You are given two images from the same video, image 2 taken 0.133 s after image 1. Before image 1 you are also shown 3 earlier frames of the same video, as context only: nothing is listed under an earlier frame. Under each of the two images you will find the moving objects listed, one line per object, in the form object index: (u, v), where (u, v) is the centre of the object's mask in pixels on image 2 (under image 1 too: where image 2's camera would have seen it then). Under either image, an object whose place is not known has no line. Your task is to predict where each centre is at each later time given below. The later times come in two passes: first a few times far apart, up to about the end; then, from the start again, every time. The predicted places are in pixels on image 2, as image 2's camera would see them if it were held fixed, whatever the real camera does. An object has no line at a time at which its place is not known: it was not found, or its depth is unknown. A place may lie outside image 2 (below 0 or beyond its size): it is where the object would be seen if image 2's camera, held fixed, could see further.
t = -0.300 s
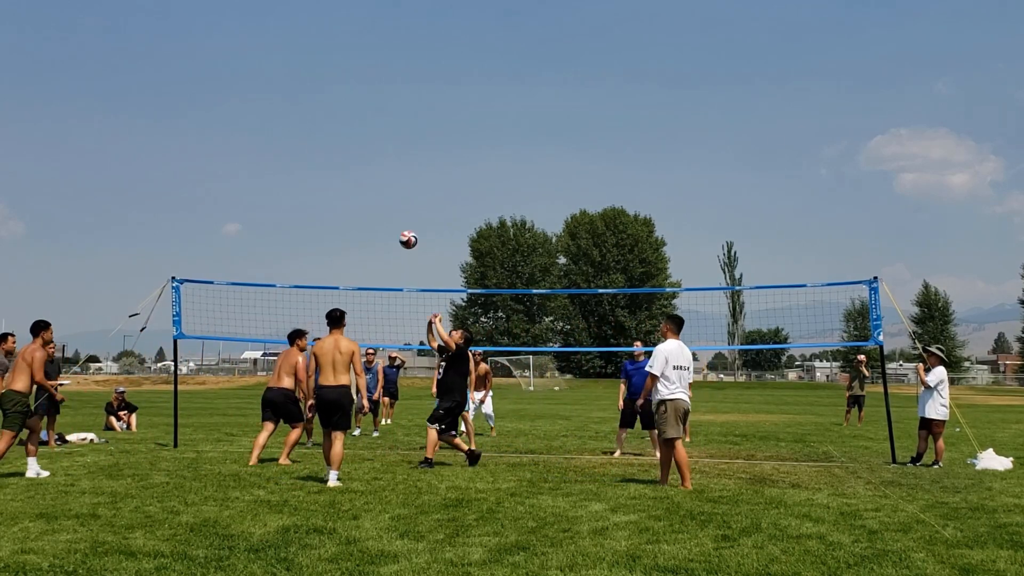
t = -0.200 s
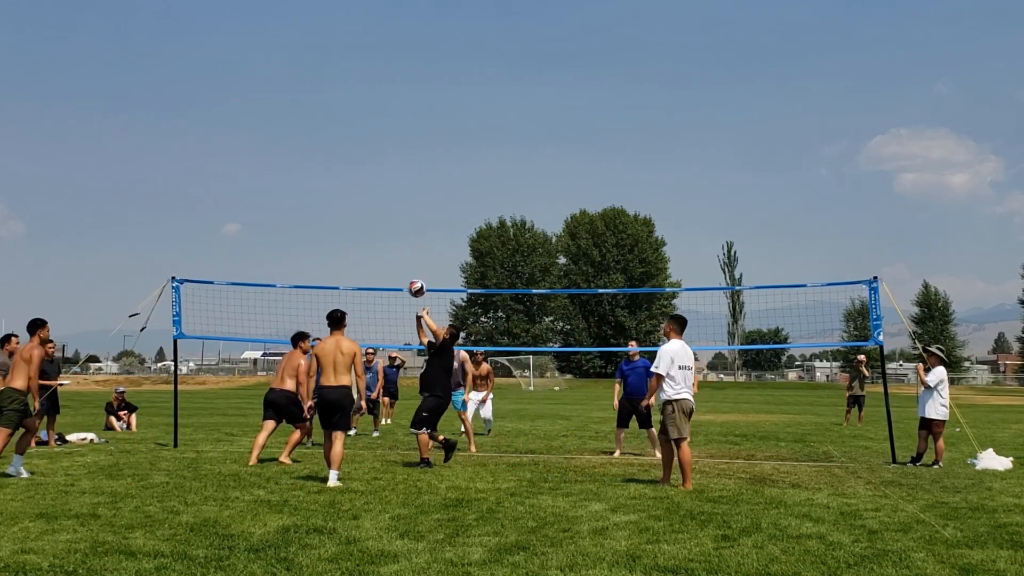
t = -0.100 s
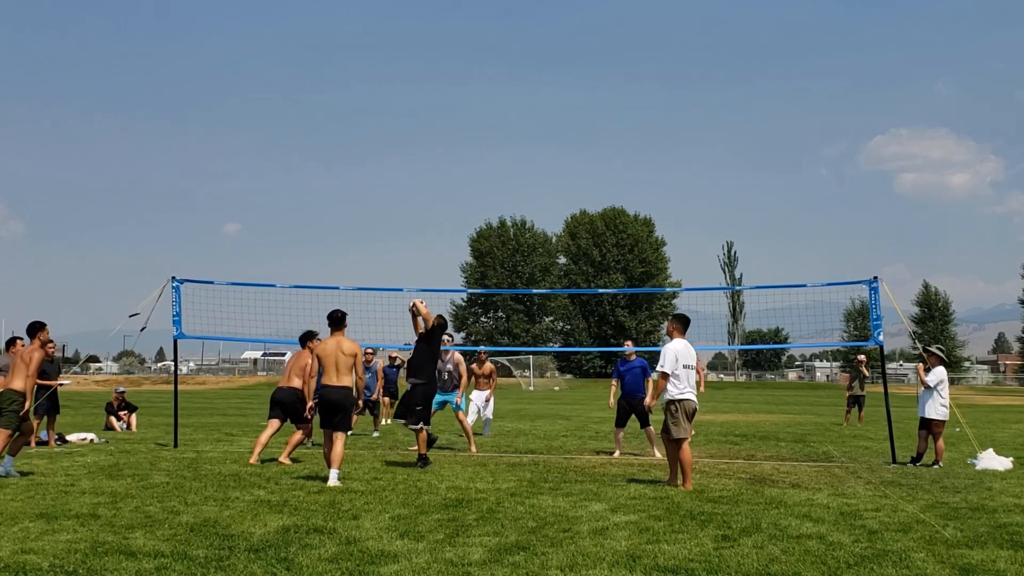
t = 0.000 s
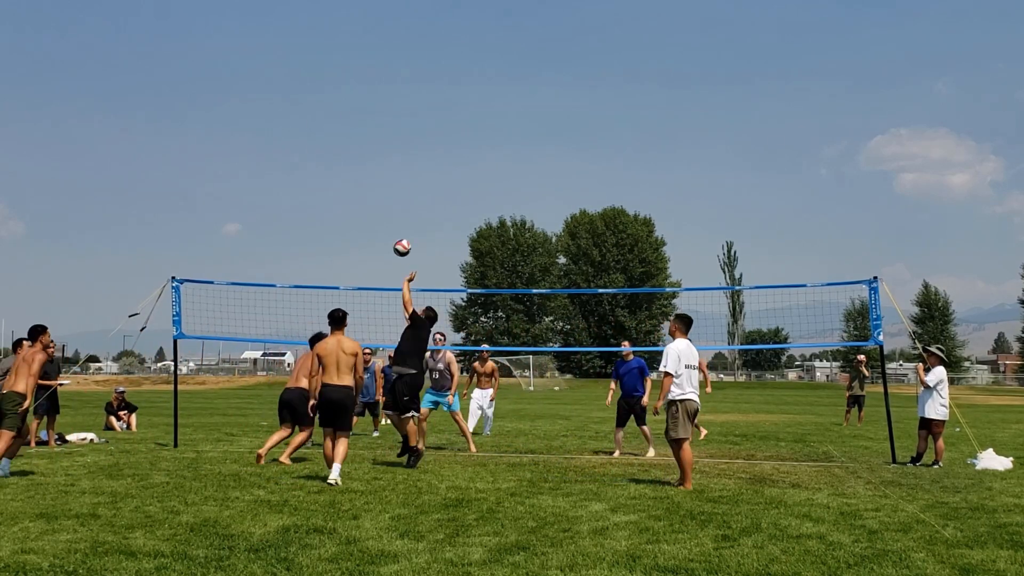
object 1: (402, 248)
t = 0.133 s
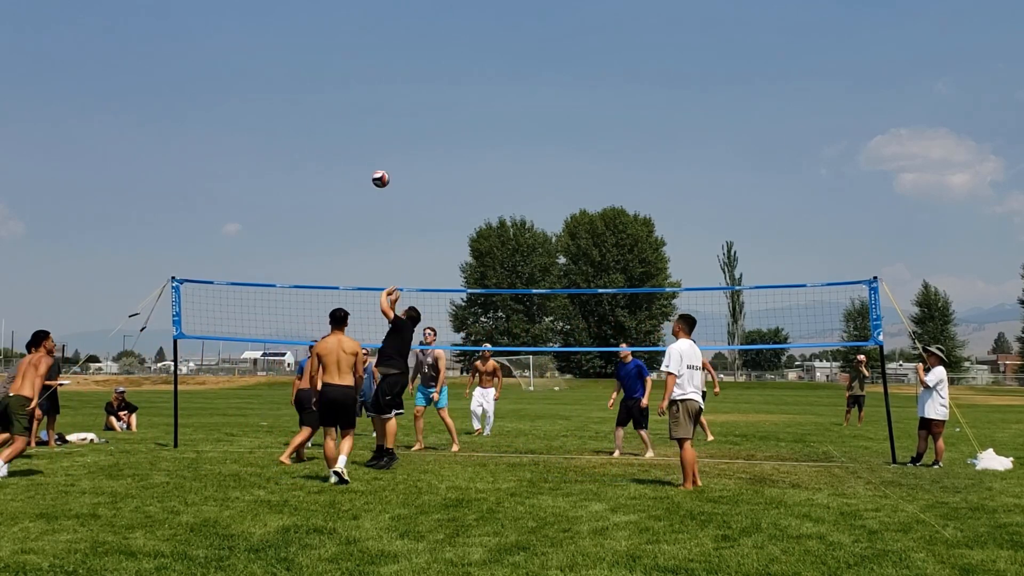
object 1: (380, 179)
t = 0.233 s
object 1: (365, 139)
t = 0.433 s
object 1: (333, 86)
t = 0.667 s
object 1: (297, 65)
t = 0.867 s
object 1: (267, 80)
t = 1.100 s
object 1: (232, 135)
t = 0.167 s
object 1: (375, 165)
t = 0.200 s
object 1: (370, 151)
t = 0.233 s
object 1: (365, 139)
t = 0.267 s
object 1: (360, 127)
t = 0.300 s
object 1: (354, 117)
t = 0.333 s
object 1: (349, 108)
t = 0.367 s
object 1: (344, 100)
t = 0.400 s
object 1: (338, 92)
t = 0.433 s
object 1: (333, 86)
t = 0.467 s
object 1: (328, 80)
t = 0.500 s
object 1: (323, 75)
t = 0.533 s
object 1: (318, 71)
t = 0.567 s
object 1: (312, 68)
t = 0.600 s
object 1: (307, 67)
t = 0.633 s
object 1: (302, 66)
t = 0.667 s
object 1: (297, 65)
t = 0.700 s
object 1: (292, 65)
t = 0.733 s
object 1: (287, 67)
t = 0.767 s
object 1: (282, 69)
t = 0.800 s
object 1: (277, 72)
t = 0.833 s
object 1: (272, 76)
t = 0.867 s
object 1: (267, 80)
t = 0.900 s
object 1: (261, 86)
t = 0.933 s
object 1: (257, 92)
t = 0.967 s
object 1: (251, 99)
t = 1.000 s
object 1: (247, 107)
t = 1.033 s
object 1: (242, 115)
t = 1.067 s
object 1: (237, 124)
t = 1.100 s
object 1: (232, 135)
